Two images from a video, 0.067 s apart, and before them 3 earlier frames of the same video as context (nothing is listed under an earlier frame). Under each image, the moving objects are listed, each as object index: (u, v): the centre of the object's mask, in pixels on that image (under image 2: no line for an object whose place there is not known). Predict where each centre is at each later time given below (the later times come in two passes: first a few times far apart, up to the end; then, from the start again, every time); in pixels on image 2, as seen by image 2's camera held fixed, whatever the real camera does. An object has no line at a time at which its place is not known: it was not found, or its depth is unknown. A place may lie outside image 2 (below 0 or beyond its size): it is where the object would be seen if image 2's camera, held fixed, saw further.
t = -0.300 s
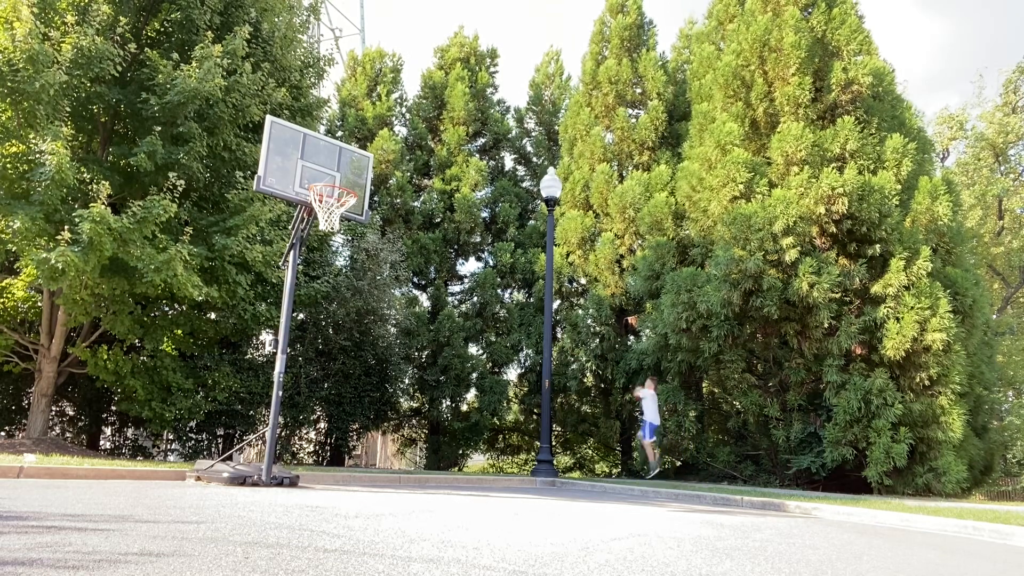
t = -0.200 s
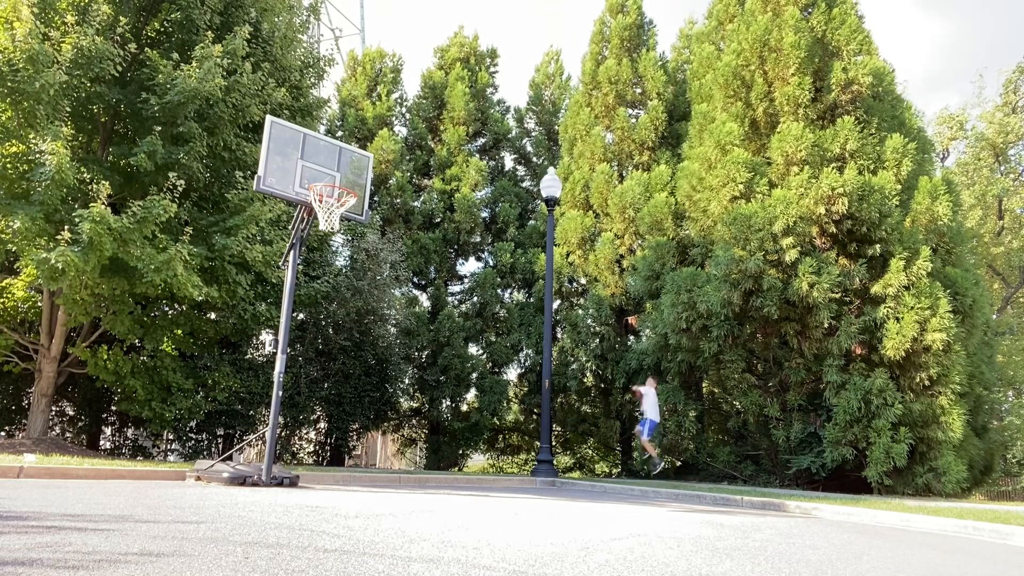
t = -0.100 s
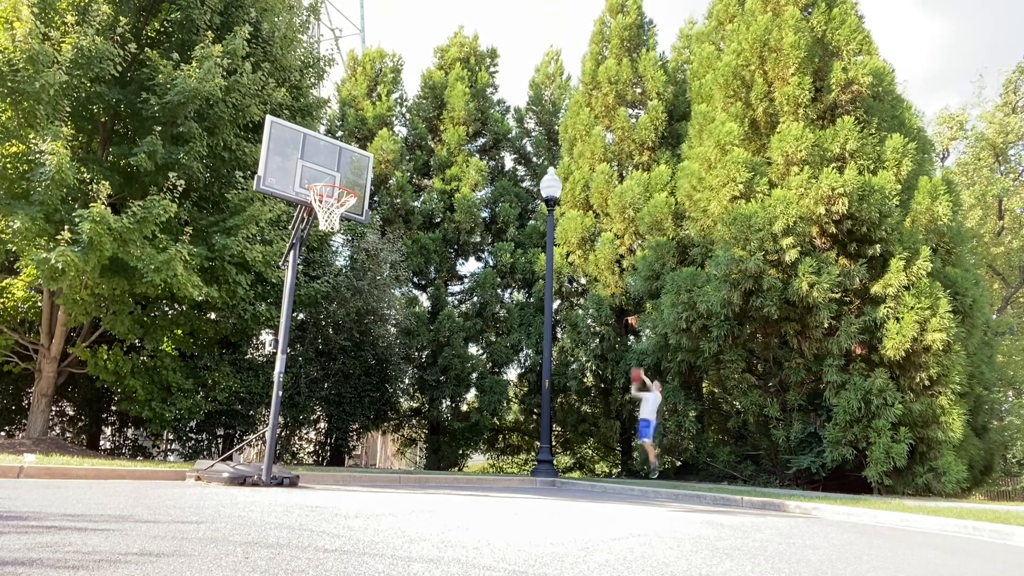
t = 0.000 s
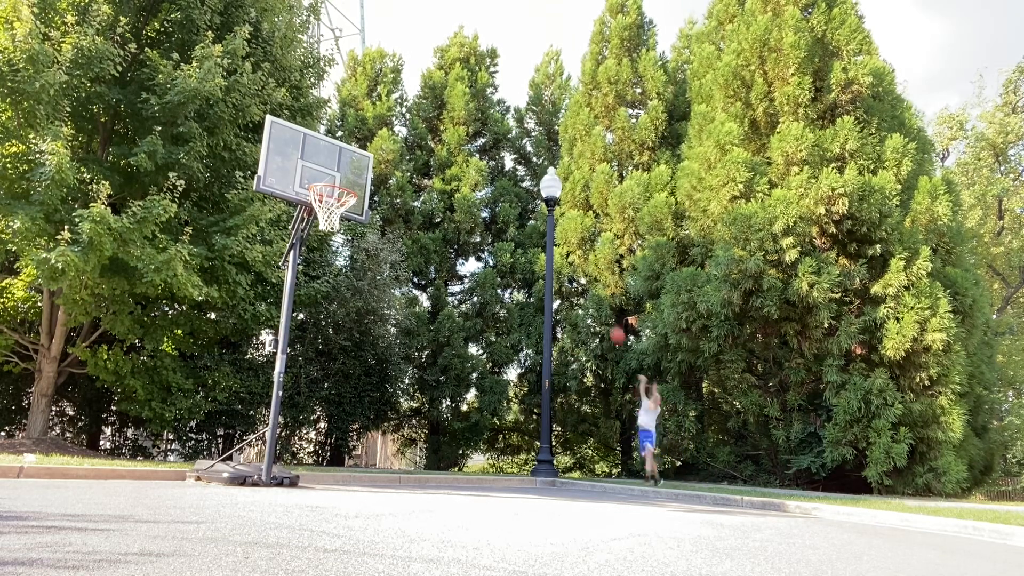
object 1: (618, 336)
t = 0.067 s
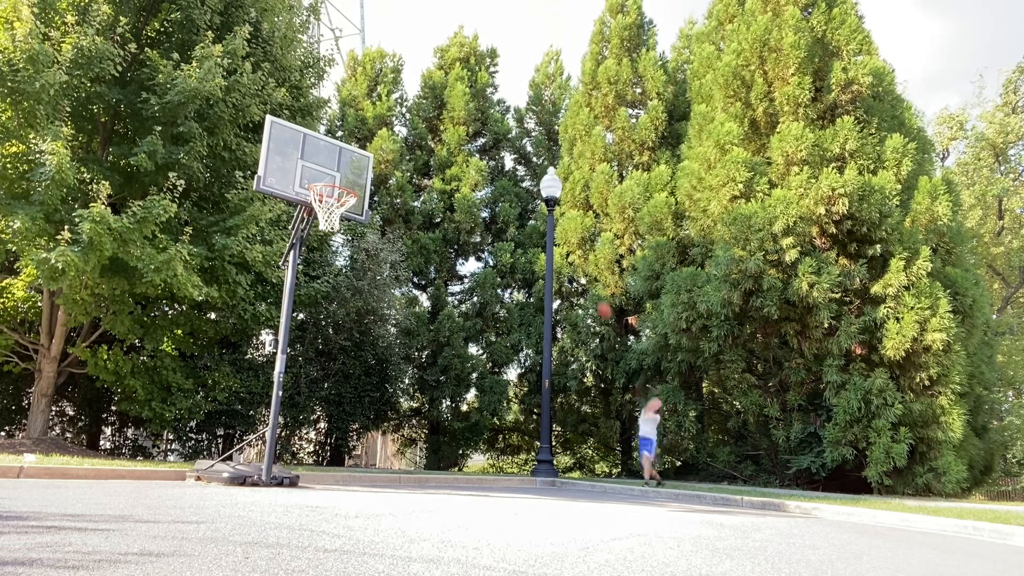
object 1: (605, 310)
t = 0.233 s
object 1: (569, 256)
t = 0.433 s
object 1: (520, 206)
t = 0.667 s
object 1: (451, 173)
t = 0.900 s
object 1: (366, 178)
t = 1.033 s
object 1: (324, 198)
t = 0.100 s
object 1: (597, 299)
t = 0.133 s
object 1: (590, 287)
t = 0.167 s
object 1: (584, 277)
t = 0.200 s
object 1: (577, 267)
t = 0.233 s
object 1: (569, 256)
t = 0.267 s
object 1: (560, 245)
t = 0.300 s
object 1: (553, 236)
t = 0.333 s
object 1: (545, 228)
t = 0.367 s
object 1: (537, 221)
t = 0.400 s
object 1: (529, 213)
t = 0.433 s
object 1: (520, 206)
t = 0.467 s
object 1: (512, 199)
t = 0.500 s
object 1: (502, 193)
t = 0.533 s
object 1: (493, 188)
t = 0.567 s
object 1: (483, 183)
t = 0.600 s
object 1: (474, 180)
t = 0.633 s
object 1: (463, 177)
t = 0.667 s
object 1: (451, 173)
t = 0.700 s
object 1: (441, 171)
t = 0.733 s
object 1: (430, 170)
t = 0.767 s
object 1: (419, 170)
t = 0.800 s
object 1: (407, 170)
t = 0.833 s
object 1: (395, 171)
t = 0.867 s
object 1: (381, 174)
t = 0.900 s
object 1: (366, 178)
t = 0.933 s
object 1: (352, 181)
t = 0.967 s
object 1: (339, 182)
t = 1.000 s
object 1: (325, 190)
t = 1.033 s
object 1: (324, 198)
